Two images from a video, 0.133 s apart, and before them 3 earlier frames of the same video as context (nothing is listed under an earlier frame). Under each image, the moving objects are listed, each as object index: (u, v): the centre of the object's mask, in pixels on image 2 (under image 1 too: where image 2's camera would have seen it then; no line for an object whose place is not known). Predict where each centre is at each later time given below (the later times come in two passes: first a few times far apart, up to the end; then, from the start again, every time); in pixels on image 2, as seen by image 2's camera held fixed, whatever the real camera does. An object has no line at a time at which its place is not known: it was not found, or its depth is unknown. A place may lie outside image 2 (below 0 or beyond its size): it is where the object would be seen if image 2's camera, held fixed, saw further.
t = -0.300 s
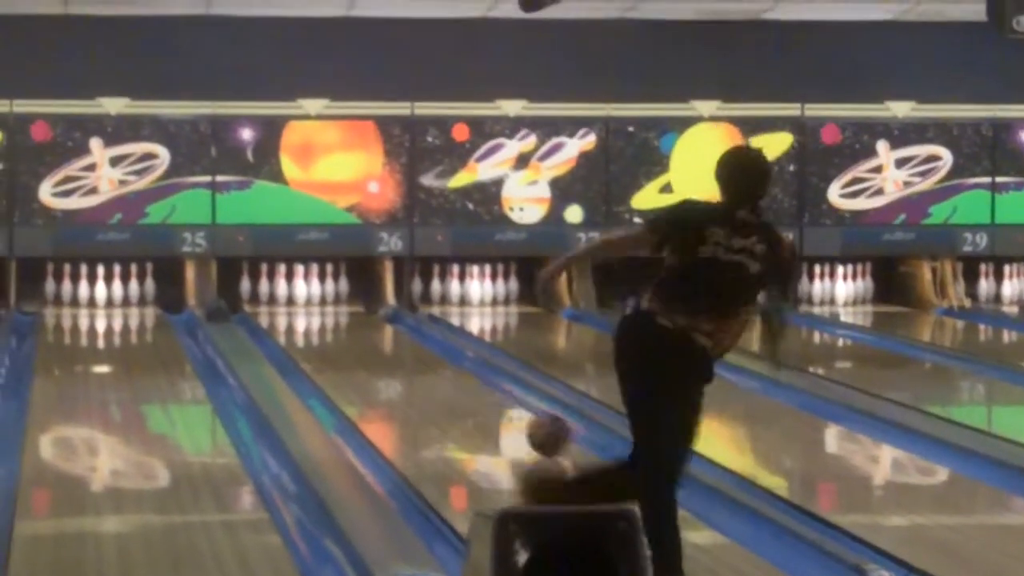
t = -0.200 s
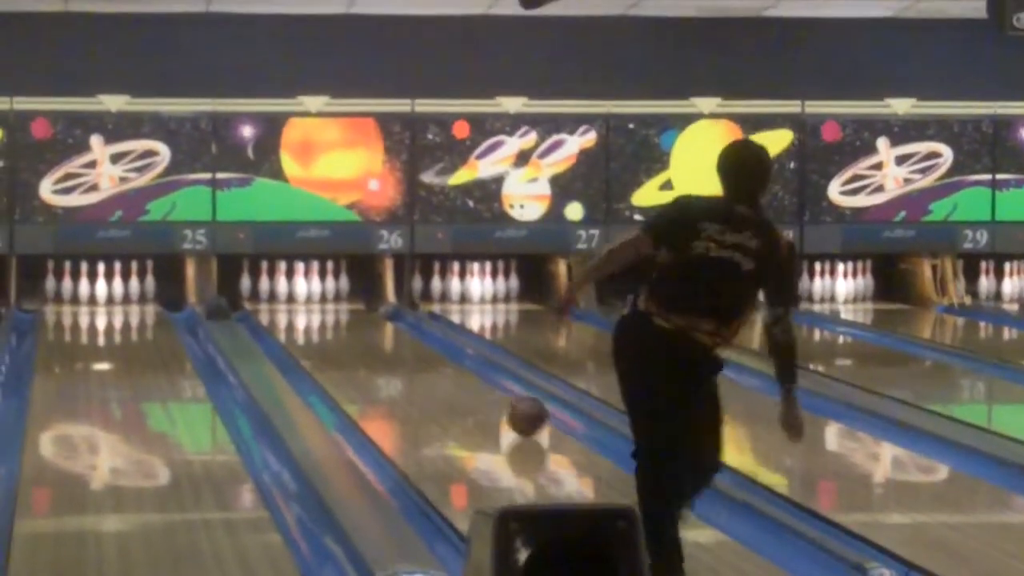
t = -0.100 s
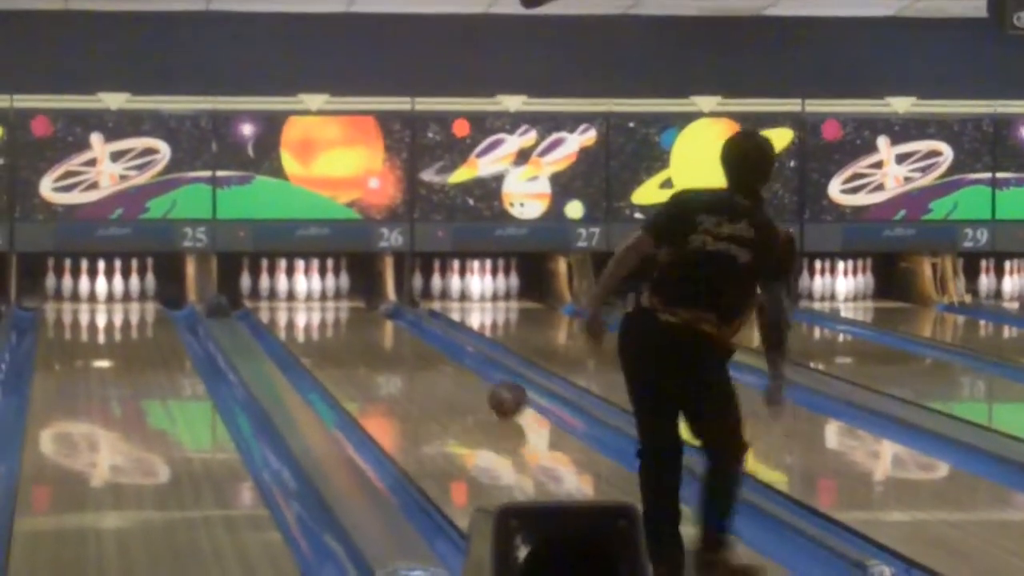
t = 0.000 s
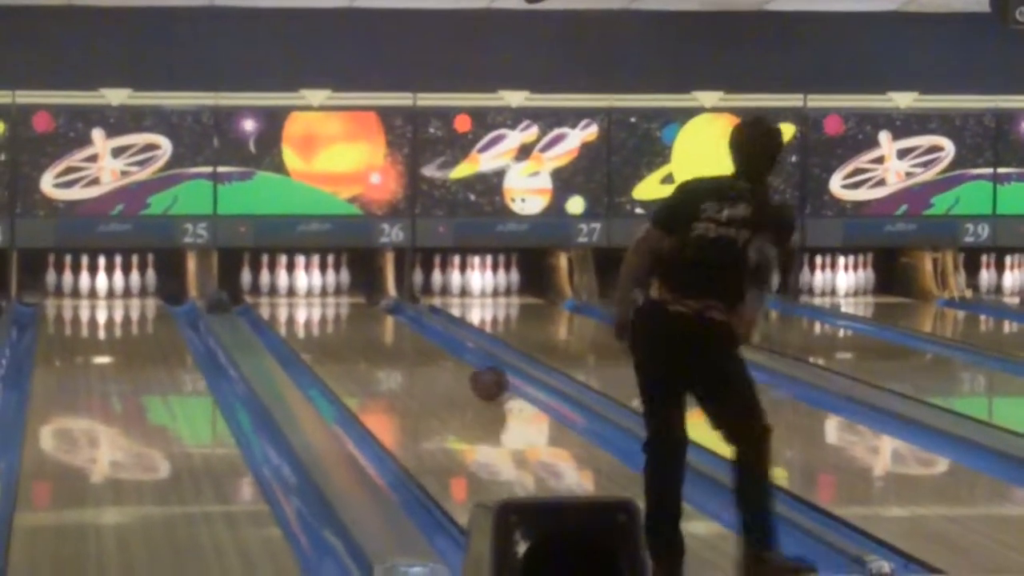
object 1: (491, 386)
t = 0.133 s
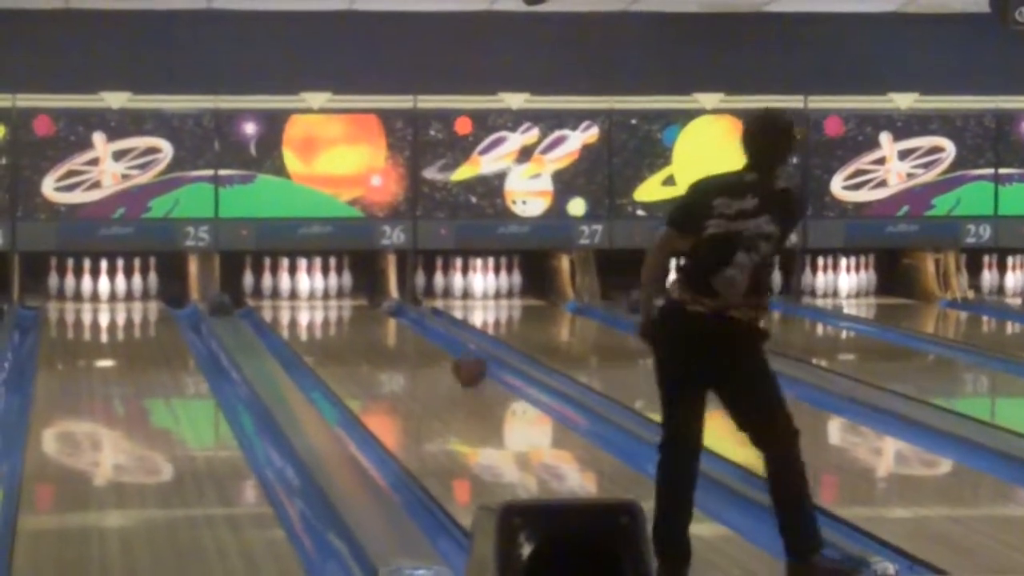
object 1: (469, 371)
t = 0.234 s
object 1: (454, 359)
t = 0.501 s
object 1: (417, 337)
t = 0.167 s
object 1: (465, 366)
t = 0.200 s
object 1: (459, 363)
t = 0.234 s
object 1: (454, 359)
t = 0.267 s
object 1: (450, 358)
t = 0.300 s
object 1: (447, 355)
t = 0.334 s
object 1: (439, 351)
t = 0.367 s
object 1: (436, 347)
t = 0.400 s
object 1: (430, 346)
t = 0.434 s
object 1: (426, 343)
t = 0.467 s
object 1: (422, 338)
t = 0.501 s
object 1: (417, 337)
